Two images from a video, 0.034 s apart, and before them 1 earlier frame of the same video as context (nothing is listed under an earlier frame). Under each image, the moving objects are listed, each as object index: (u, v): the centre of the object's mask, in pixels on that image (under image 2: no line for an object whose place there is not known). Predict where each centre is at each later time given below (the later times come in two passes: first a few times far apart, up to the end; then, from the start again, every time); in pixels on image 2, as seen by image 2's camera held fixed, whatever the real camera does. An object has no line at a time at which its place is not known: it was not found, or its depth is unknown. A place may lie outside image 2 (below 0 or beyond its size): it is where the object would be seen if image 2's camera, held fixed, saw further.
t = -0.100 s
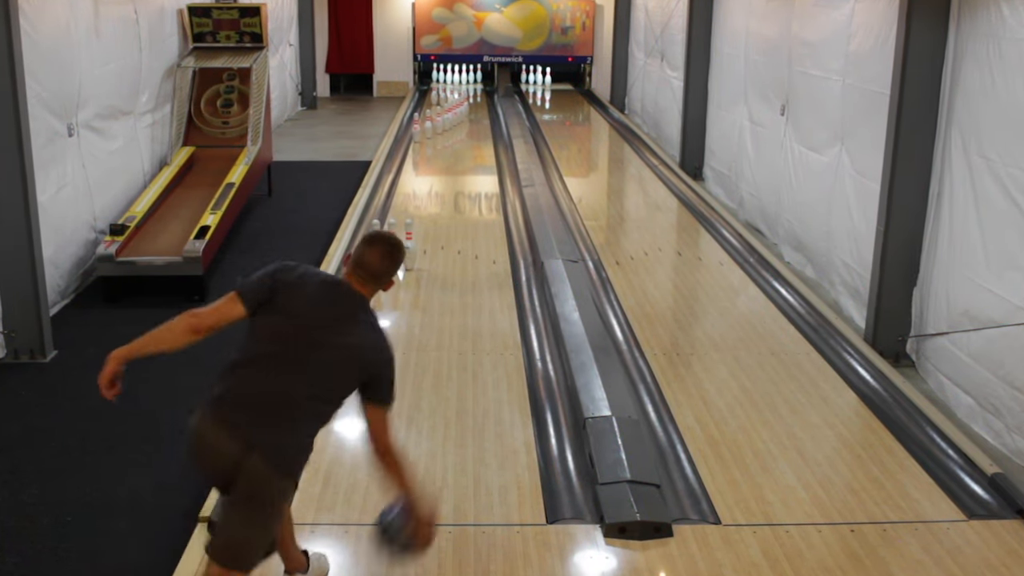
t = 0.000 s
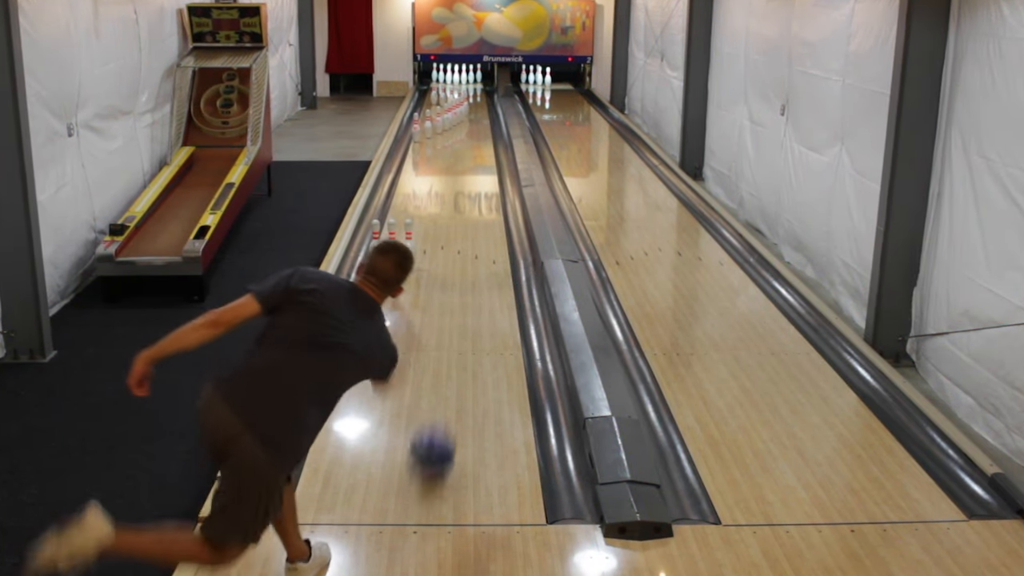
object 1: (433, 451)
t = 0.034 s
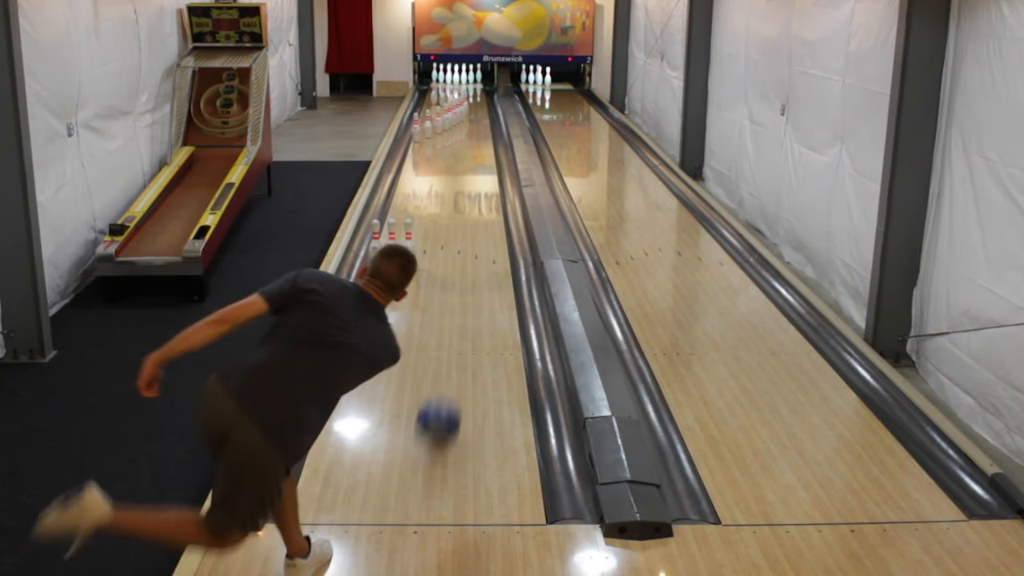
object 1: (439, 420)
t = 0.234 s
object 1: (465, 314)
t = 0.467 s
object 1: (481, 237)
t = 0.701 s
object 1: (487, 189)
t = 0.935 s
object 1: (488, 156)
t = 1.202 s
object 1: (486, 130)
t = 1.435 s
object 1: (482, 113)
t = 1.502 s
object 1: (481, 110)
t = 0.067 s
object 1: (444, 393)
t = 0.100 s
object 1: (449, 375)
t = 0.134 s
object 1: (454, 358)
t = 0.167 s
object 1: (458, 345)
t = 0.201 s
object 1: (462, 329)
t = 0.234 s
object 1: (465, 314)
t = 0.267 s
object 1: (469, 299)
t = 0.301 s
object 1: (471, 287)
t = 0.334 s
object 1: (474, 276)
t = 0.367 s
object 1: (476, 265)
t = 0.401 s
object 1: (478, 255)
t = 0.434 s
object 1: (479, 245)
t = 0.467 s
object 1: (481, 237)
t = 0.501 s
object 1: (482, 229)
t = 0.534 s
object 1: (484, 221)
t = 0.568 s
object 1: (484, 214)
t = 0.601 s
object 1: (485, 207)
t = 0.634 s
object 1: (486, 201)
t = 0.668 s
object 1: (486, 195)
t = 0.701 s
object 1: (487, 189)
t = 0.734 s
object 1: (487, 183)
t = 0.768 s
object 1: (487, 178)
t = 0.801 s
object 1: (488, 173)
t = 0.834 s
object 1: (488, 169)
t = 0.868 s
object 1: (488, 164)
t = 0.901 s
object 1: (488, 160)
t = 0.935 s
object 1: (488, 156)
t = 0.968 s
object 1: (488, 152)
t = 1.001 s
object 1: (488, 149)
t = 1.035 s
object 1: (488, 146)
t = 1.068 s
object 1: (488, 142)
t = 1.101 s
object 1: (487, 138)
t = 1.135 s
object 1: (487, 135)
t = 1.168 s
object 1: (487, 132)
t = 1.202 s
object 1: (486, 130)
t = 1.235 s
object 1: (486, 128)
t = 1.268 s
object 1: (485, 125)
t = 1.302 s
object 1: (485, 122)
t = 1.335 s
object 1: (484, 120)
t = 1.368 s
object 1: (483, 118)
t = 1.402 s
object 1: (483, 115)
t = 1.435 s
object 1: (482, 113)
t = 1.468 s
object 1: (482, 111)
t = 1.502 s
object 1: (481, 110)
